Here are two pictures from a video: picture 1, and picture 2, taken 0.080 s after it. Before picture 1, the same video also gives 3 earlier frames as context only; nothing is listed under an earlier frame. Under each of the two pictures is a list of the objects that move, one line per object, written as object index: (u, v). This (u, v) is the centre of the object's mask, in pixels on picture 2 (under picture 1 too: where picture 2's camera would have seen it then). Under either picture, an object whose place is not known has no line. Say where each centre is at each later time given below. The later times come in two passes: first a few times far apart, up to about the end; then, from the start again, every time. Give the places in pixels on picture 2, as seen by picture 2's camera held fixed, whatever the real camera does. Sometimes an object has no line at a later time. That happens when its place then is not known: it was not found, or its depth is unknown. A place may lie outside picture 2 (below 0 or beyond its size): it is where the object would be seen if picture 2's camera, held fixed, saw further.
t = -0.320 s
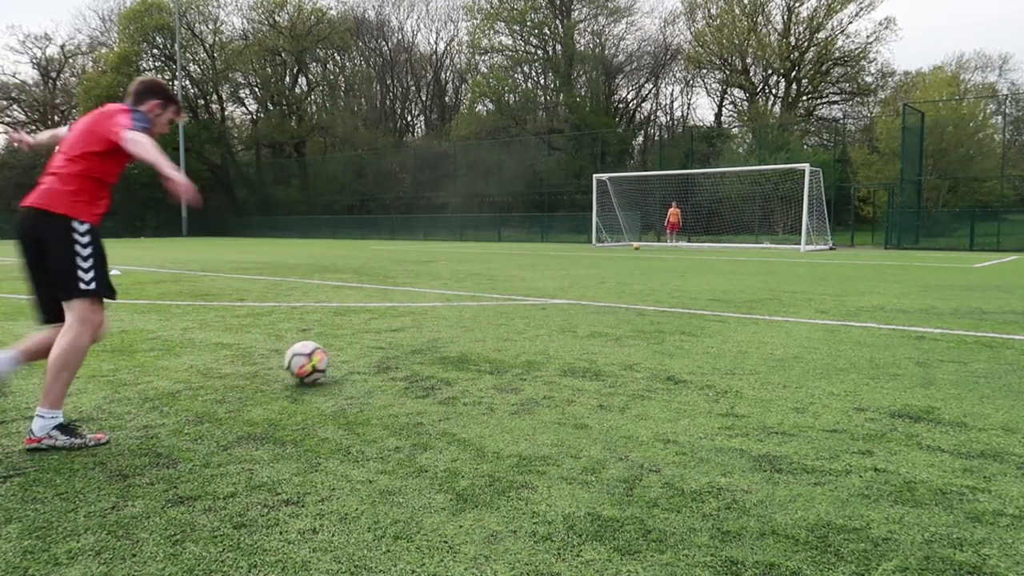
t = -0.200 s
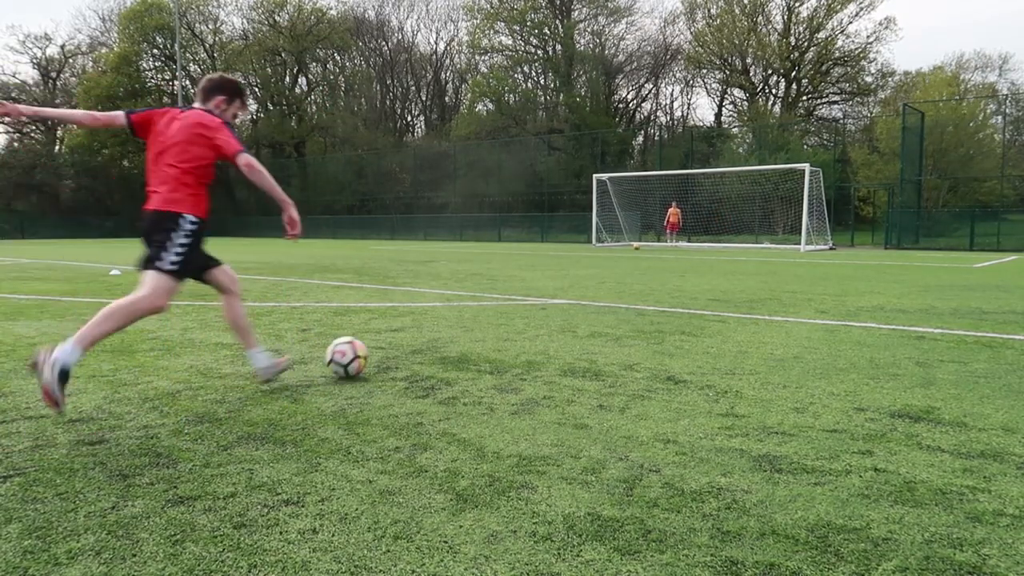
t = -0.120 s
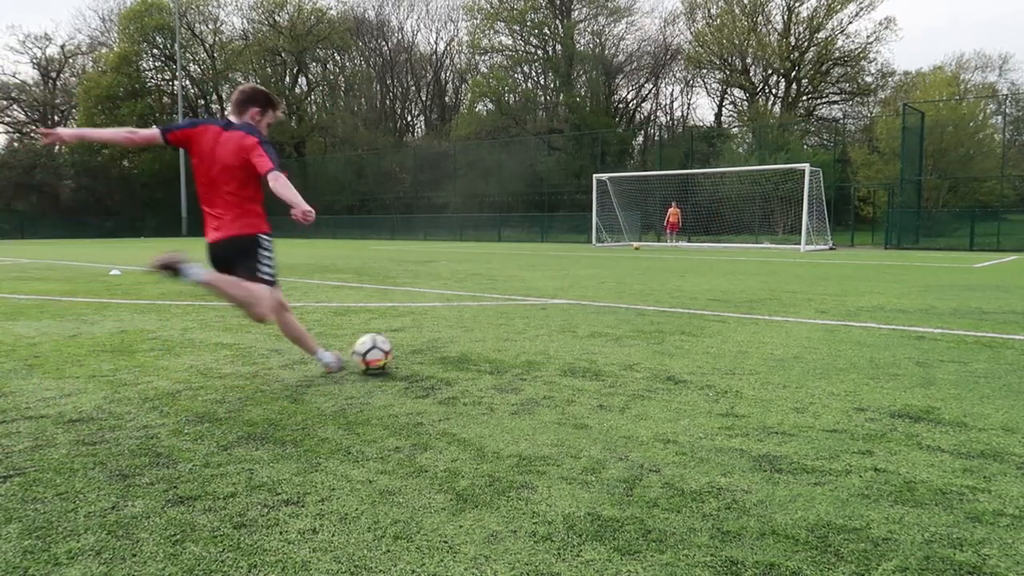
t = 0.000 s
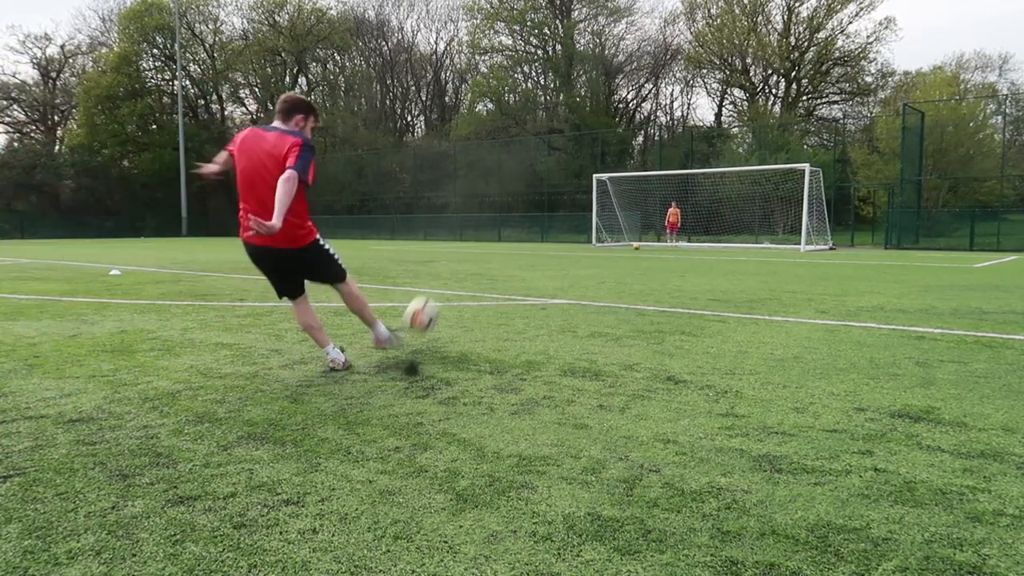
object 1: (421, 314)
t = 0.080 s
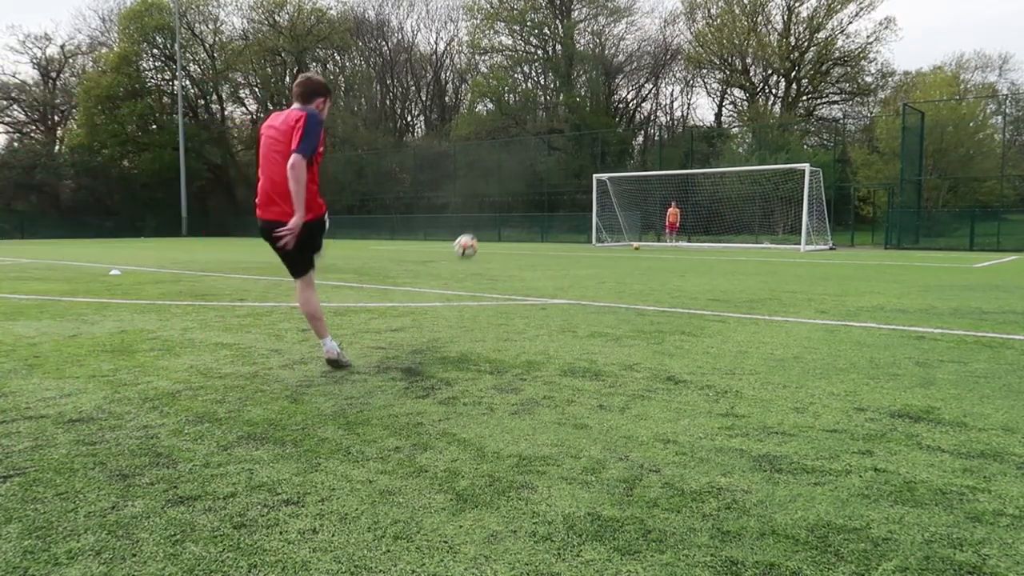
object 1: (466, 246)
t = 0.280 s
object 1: (520, 193)
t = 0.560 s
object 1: (564, 186)
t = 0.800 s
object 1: (594, 196)
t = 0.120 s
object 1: (480, 227)
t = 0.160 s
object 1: (492, 214)
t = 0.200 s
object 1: (503, 205)
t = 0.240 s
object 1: (512, 198)
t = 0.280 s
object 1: (520, 193)
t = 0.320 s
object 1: (528, 190)
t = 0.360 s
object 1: (535, 187)
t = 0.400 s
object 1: (541, 186)
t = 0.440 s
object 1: (547, 185)
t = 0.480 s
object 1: (553, 185)
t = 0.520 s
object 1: (558, 185)
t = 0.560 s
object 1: (564, 186)
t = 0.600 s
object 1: (569, 187)
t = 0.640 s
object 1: (574, 188)
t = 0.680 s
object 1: (579, 190)
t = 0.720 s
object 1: (584, 192)
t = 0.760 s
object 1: (589, 193)
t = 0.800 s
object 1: (594, 196)
